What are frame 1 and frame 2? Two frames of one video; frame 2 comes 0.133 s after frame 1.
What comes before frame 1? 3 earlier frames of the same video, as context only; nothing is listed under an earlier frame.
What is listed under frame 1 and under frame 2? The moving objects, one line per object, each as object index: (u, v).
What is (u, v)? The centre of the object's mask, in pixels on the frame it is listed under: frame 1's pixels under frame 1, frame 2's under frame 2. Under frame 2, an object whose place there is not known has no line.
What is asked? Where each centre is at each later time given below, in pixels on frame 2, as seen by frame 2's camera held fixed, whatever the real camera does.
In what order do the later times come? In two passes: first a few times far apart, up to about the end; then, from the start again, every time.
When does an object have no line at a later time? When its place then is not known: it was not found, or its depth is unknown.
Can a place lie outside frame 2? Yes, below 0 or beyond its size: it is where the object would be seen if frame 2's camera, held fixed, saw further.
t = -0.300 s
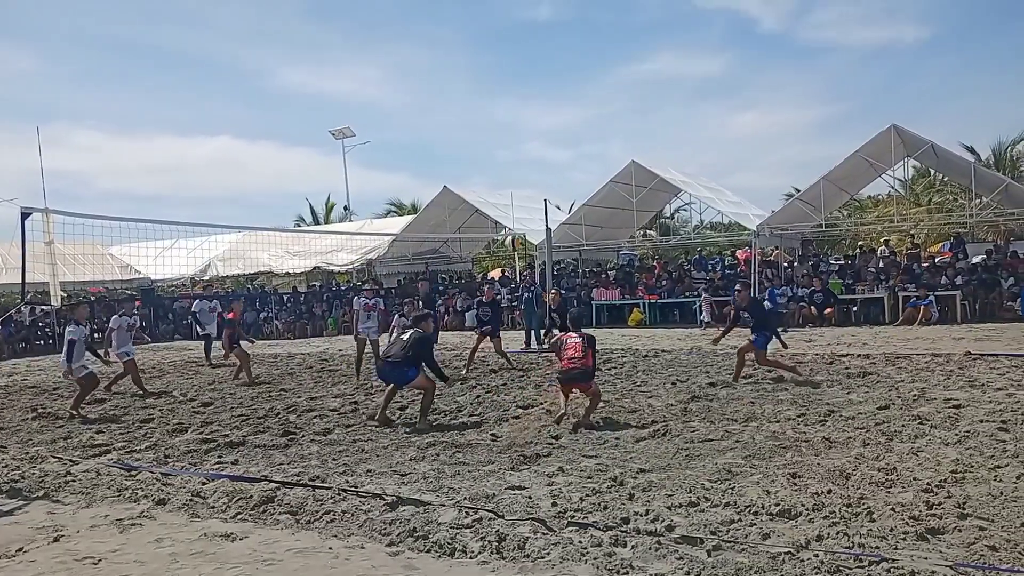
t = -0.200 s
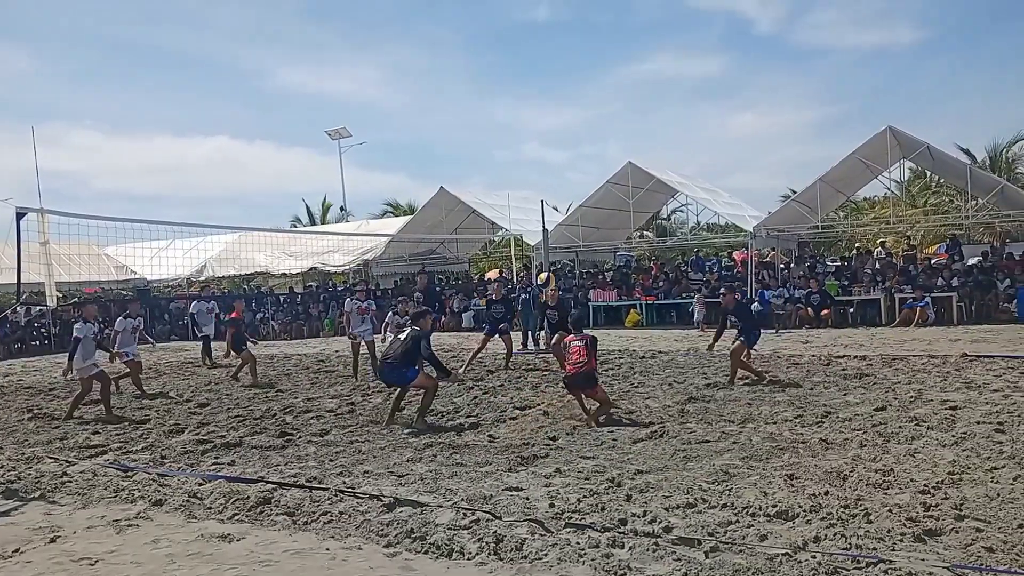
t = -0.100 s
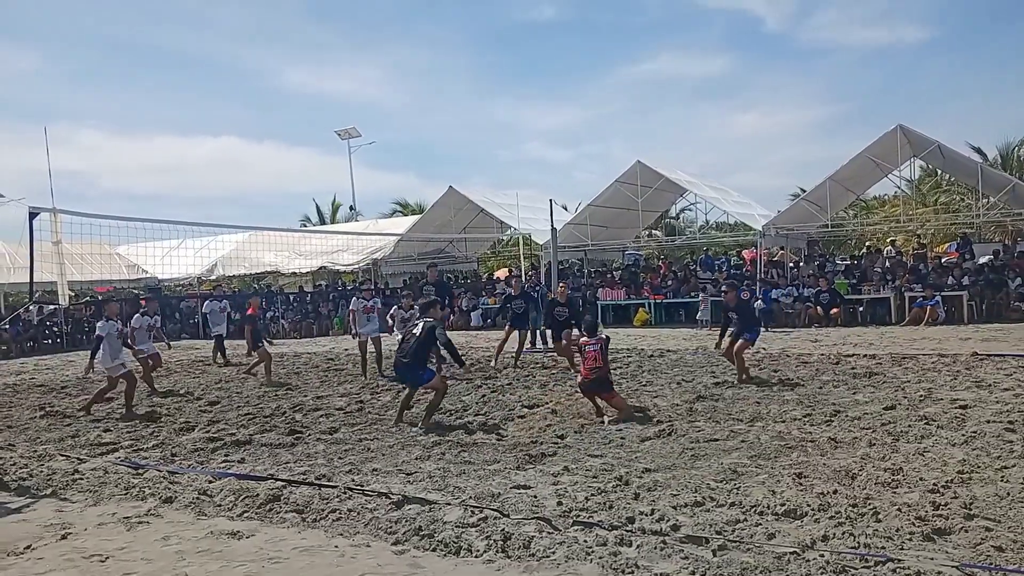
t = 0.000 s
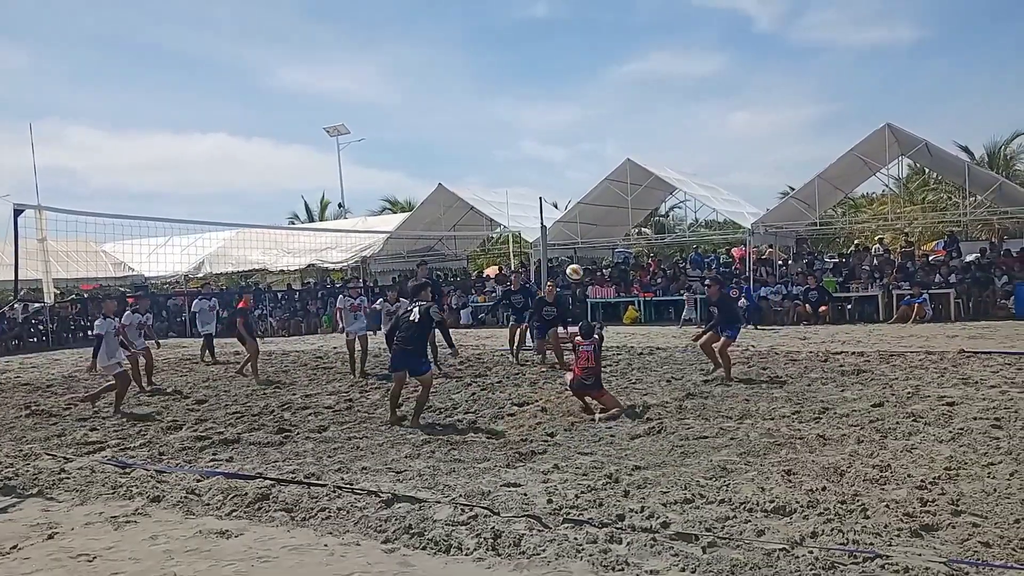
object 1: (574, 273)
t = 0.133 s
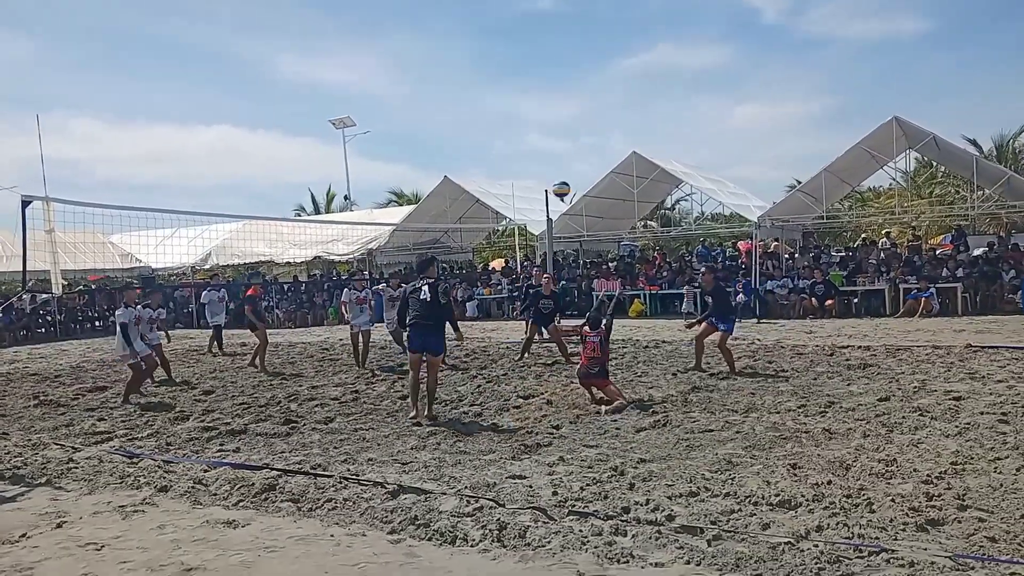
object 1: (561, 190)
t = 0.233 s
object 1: (548, 144)
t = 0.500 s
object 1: (515, 66)
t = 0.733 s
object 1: (492, 49)
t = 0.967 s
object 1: (472, 73)
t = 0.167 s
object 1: (557, 173)
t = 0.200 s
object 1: (552, 157)
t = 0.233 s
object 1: (548, 144)
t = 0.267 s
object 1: (543, 130)
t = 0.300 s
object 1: (538, 117)
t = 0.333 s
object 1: (534, 106)
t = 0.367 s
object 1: (529, 97)
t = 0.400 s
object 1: (525, 87)
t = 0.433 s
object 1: (522, 79)
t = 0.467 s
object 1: (519, 73)
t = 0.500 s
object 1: (515, 66)
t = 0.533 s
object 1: (511, 61)
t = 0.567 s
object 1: (507, 56)
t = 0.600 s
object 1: (504, 53)
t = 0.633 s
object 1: (502, 51)
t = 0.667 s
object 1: (498, 49)
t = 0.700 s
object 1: (495, 48)
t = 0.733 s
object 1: (492, 49)
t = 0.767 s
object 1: (489, 49)
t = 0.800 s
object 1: (486, 51)
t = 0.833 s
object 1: (483, 54)
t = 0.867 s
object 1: (479, 57)
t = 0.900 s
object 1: (477, 61)
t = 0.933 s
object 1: (475, 67)
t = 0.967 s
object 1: (472, 73)
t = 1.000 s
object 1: (469, 79)
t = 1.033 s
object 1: (466, 86)
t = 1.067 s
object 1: (462, 93)
